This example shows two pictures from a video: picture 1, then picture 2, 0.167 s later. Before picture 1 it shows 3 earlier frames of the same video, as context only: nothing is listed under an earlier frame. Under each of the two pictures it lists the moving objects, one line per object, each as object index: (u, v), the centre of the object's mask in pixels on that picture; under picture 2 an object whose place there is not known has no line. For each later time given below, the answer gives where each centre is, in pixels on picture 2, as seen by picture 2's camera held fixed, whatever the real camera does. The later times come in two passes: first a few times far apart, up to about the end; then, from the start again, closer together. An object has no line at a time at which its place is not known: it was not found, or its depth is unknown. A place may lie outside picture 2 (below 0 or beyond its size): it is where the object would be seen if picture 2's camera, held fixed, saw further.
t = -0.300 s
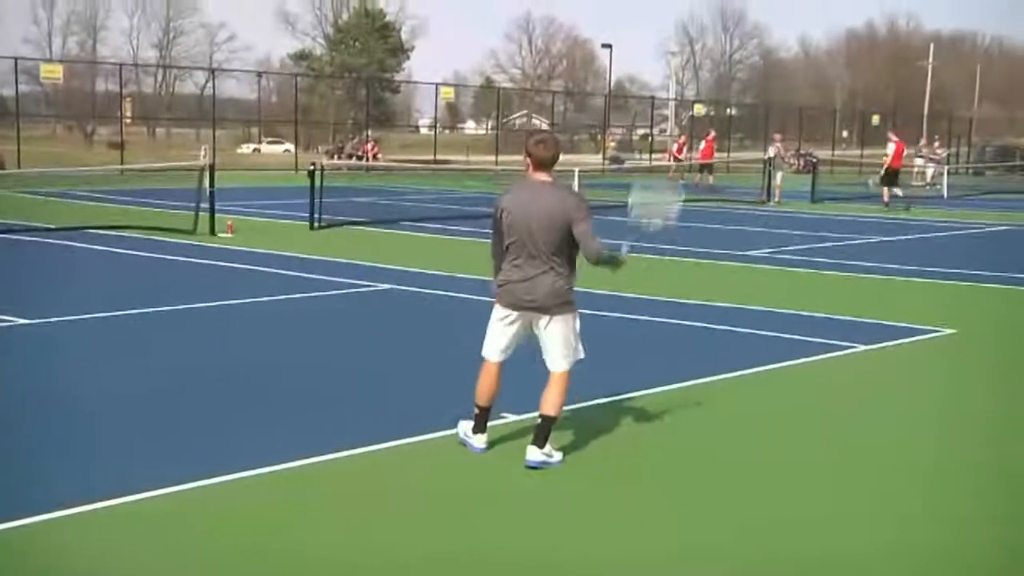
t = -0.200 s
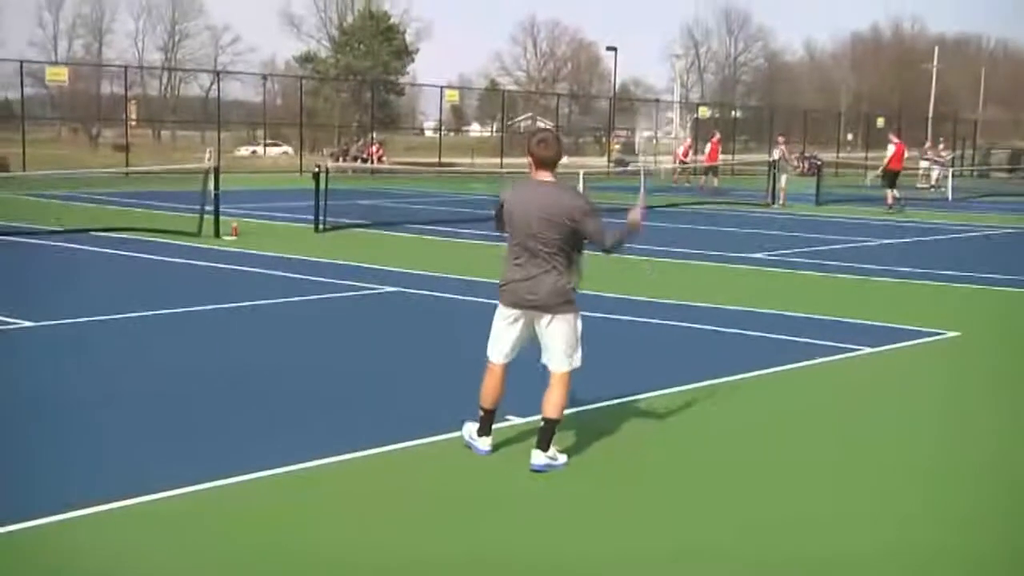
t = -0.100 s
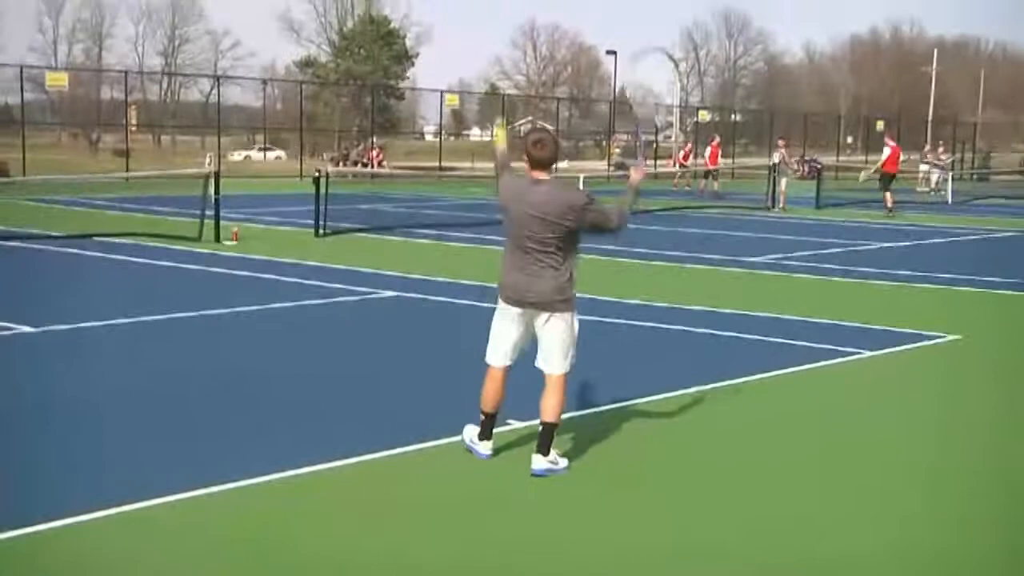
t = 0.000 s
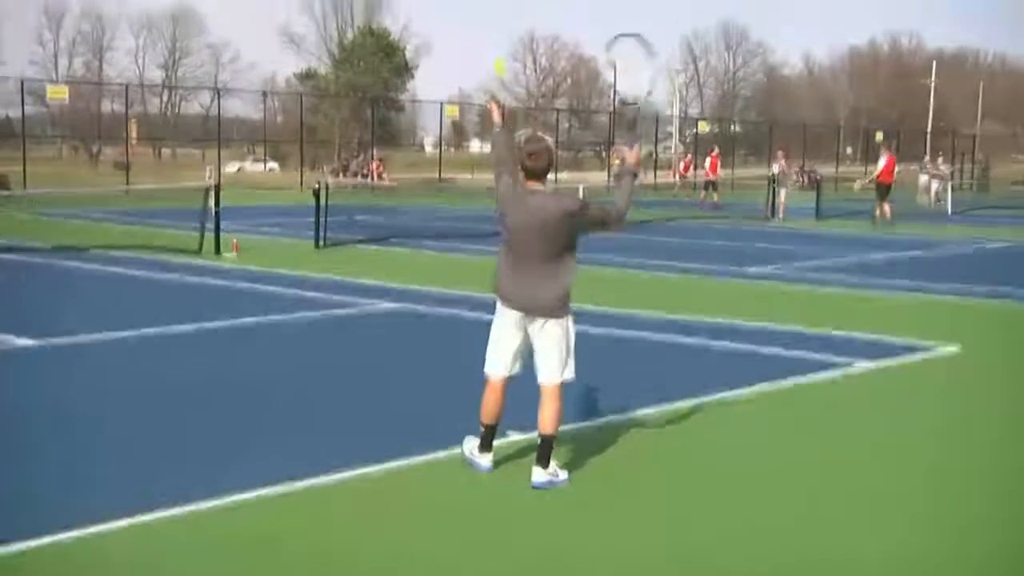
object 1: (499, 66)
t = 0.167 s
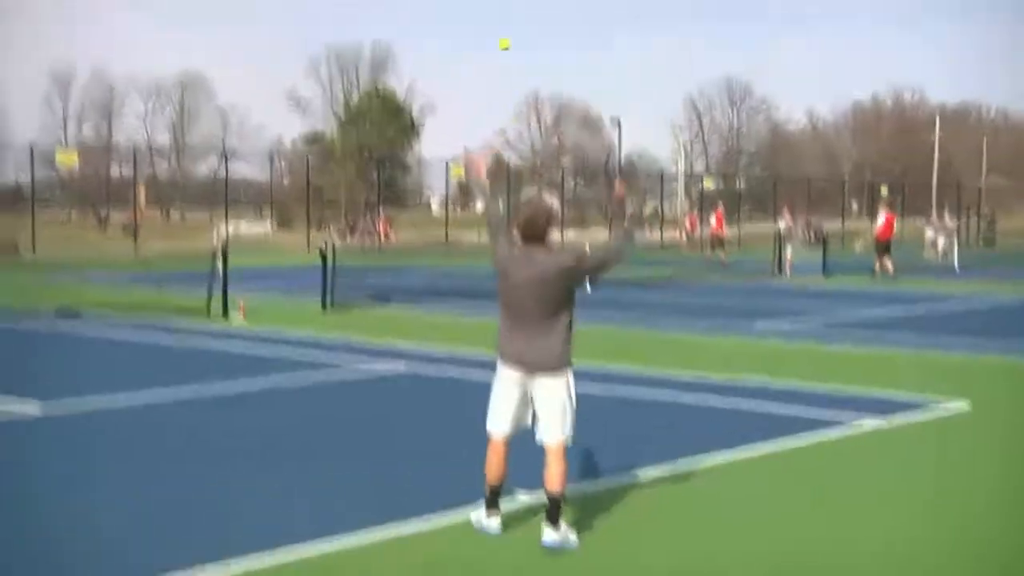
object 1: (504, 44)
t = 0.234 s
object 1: (501, 25)
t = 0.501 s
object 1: (500, 29)
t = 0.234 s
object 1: (501, 25)
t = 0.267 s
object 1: (502, 19)
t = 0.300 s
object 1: (501, 14)
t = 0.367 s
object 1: (499, 11)
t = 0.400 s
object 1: (499, 12)
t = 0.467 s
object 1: (499, 21)
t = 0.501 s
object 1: (500, 29)
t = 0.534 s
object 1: (499, 37)
